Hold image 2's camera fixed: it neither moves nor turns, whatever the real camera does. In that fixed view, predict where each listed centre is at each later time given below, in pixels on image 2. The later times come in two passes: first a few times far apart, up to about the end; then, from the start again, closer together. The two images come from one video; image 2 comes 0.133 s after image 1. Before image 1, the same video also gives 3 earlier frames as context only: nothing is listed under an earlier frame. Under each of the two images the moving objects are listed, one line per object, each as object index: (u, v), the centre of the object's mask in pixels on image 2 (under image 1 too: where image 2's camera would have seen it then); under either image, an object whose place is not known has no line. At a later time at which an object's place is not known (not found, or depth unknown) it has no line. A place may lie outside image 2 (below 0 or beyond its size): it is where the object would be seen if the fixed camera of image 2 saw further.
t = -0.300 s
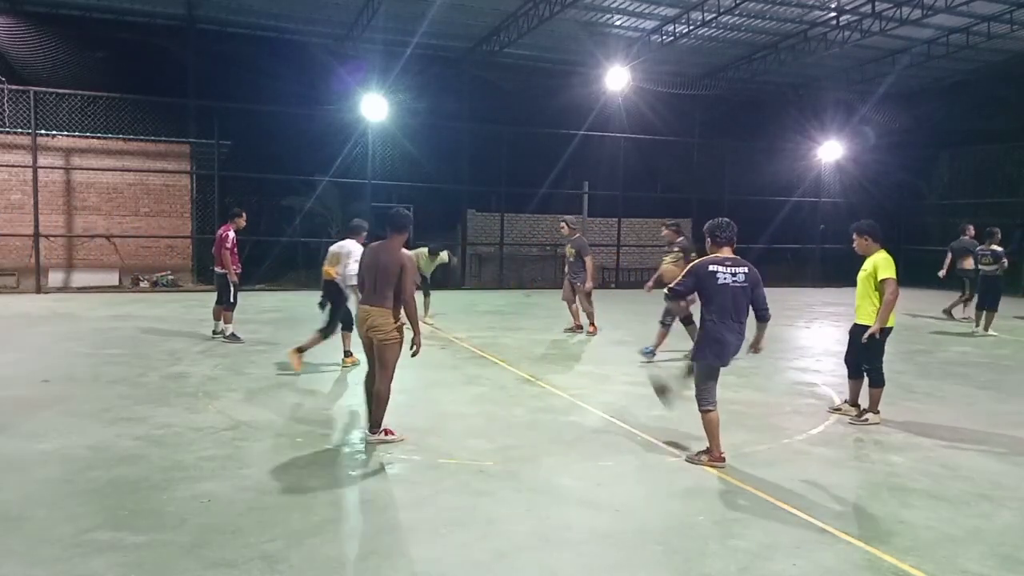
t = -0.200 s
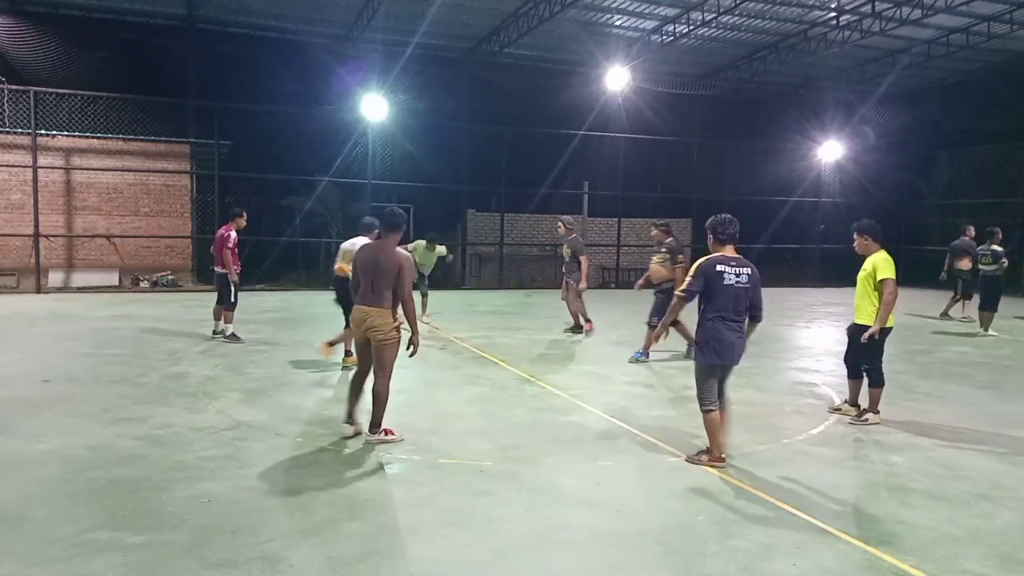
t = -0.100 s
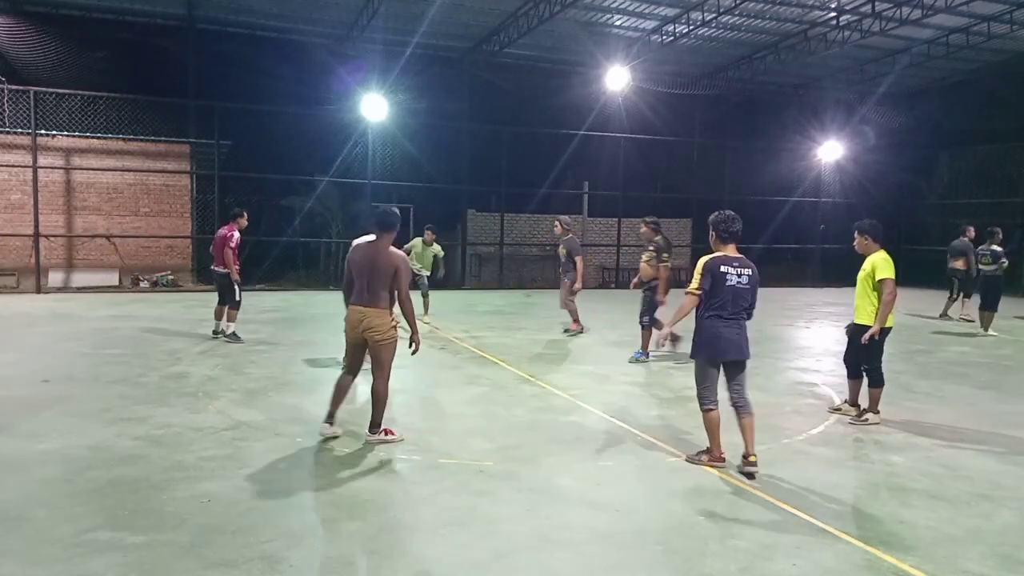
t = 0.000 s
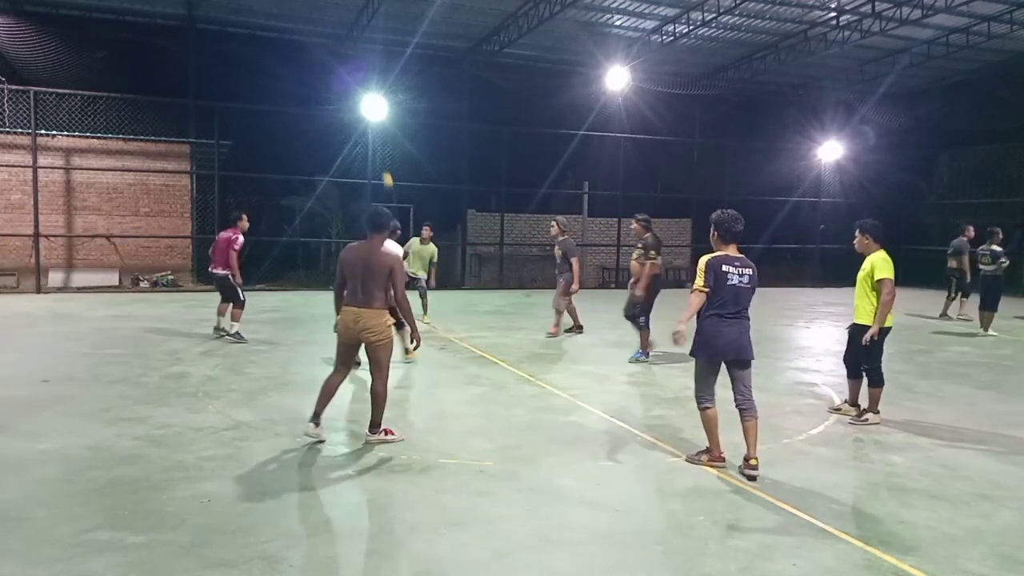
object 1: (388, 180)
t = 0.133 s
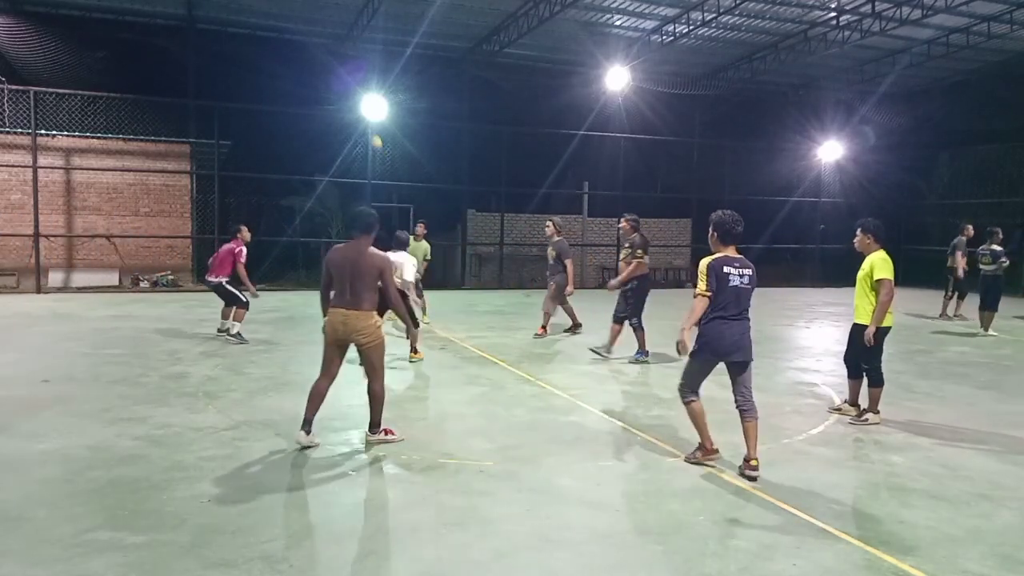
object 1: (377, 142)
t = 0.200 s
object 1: (371, 126)
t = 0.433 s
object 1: (347, 102)
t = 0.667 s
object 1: (322, 123)
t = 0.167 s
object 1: (374, 134)
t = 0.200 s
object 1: (371, 126)
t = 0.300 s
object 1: (360, 108)
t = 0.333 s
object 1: (358, 107)
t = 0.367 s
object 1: (355, 104)
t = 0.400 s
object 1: (351, 102)
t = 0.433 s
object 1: (347, 102)
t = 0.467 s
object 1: (344, 102)
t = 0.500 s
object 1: (340, 103)
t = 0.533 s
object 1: (337, 105)
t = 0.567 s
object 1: (333, 108)
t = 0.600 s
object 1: (329, 112)
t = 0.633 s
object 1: (325, 117)
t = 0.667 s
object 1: (322, 123)
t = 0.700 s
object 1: (317, 131)
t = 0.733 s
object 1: (313, 139)
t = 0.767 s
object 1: (309, 149)
